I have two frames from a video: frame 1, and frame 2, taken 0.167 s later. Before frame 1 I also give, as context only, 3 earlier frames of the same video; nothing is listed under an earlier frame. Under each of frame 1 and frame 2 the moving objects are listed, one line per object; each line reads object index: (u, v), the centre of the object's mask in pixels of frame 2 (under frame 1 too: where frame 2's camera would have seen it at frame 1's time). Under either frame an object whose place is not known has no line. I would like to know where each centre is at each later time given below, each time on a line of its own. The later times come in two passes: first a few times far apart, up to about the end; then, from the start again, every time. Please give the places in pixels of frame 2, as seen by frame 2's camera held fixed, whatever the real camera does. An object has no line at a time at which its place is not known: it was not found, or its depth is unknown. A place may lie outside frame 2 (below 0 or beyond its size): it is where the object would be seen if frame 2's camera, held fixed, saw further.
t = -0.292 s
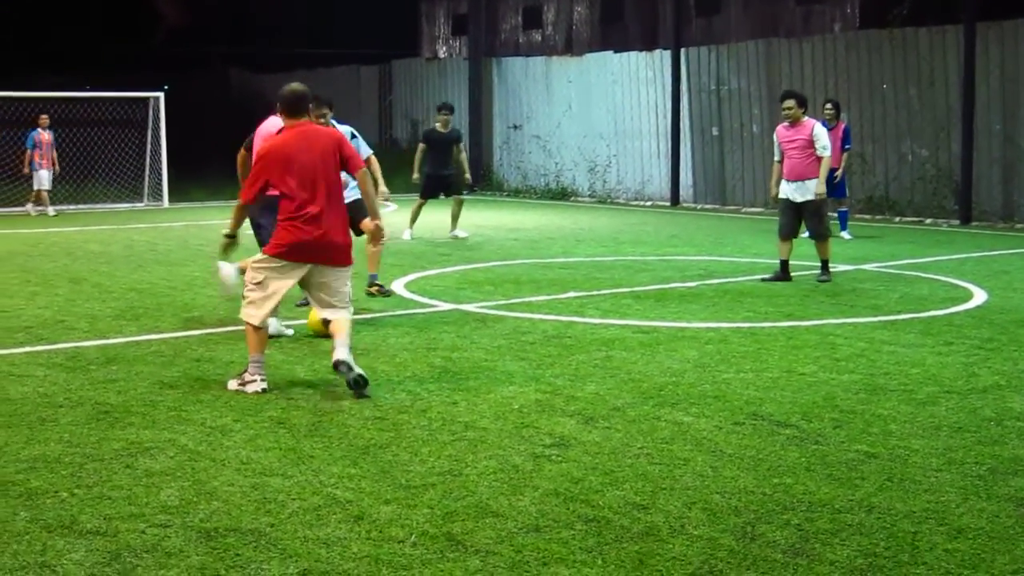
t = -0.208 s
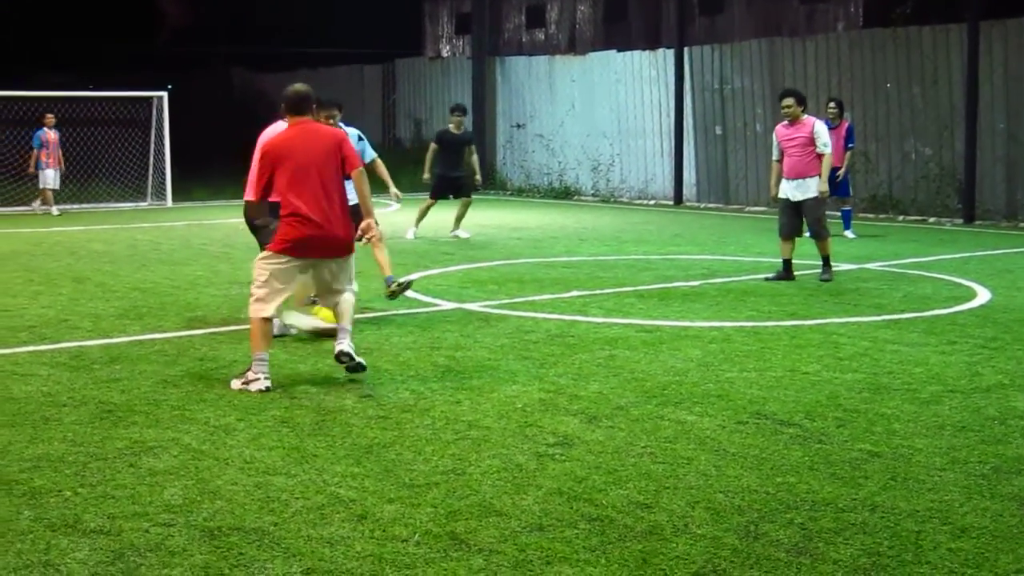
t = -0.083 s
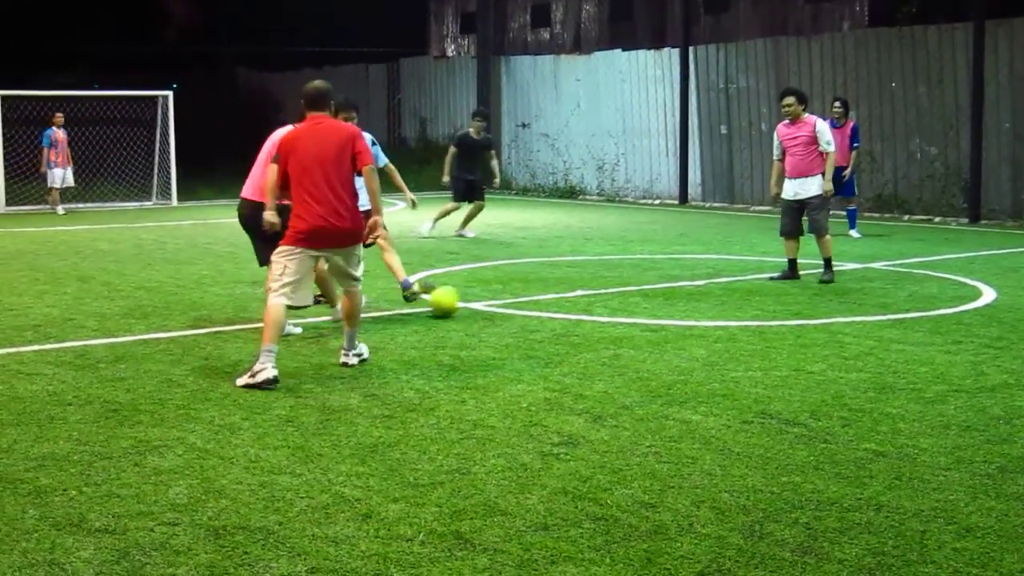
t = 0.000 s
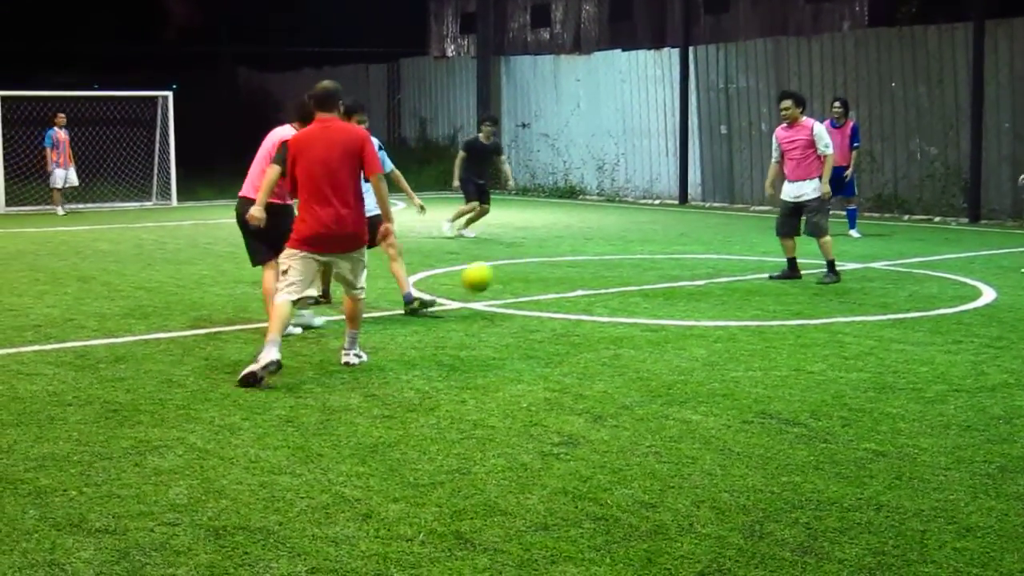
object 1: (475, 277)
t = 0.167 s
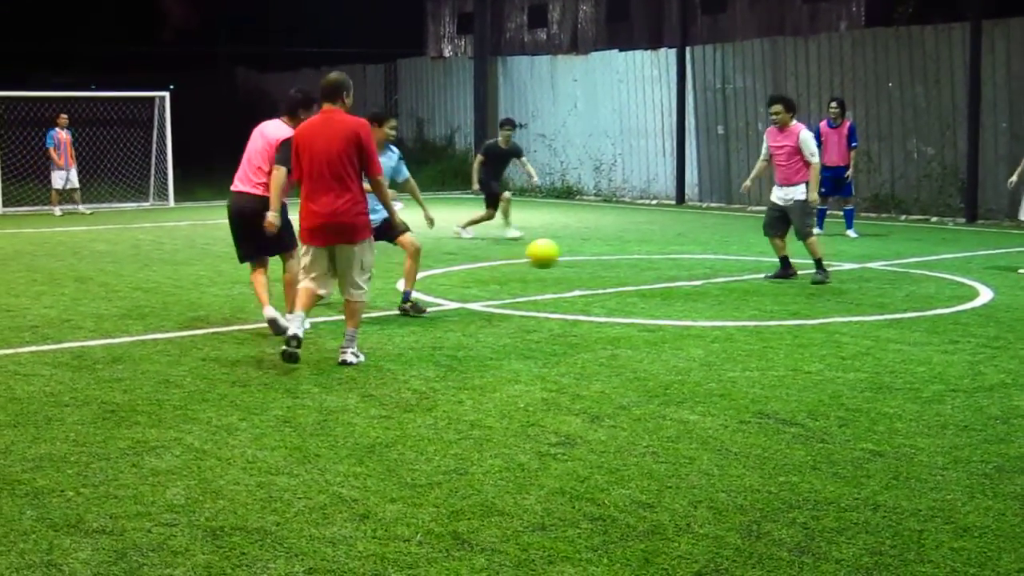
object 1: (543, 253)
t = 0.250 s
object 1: (576, 255)
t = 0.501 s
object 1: (681, 302)
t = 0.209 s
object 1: (560, 253)
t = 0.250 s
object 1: (576, 255)
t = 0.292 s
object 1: (593, 260)
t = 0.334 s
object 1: (611, 267)
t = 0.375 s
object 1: (628, 276)
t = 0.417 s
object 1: (645, 288)
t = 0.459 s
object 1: (662, 304)
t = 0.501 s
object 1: (681, 302)
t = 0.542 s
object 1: (702, 295)
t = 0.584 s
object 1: (722, 291)
